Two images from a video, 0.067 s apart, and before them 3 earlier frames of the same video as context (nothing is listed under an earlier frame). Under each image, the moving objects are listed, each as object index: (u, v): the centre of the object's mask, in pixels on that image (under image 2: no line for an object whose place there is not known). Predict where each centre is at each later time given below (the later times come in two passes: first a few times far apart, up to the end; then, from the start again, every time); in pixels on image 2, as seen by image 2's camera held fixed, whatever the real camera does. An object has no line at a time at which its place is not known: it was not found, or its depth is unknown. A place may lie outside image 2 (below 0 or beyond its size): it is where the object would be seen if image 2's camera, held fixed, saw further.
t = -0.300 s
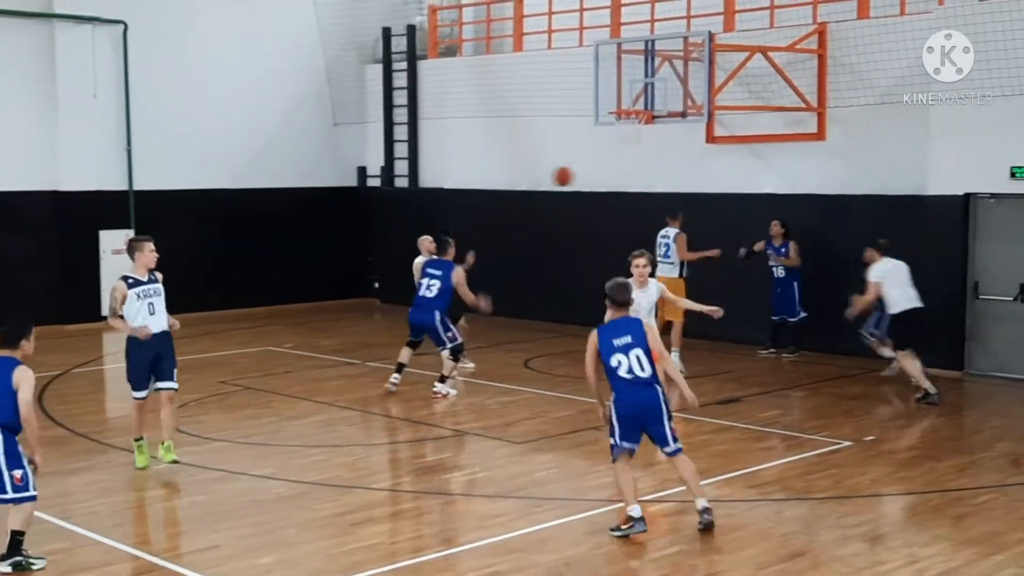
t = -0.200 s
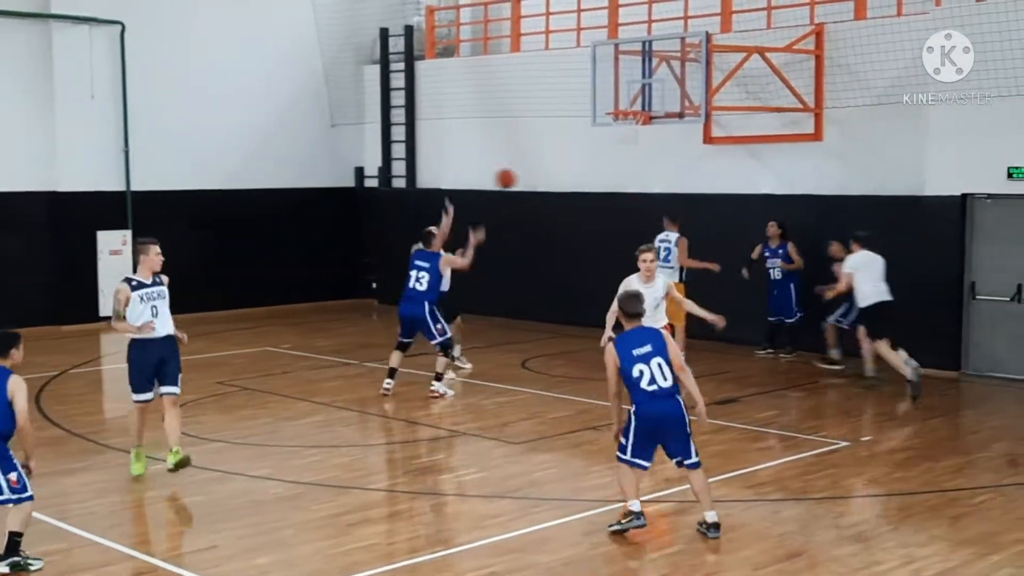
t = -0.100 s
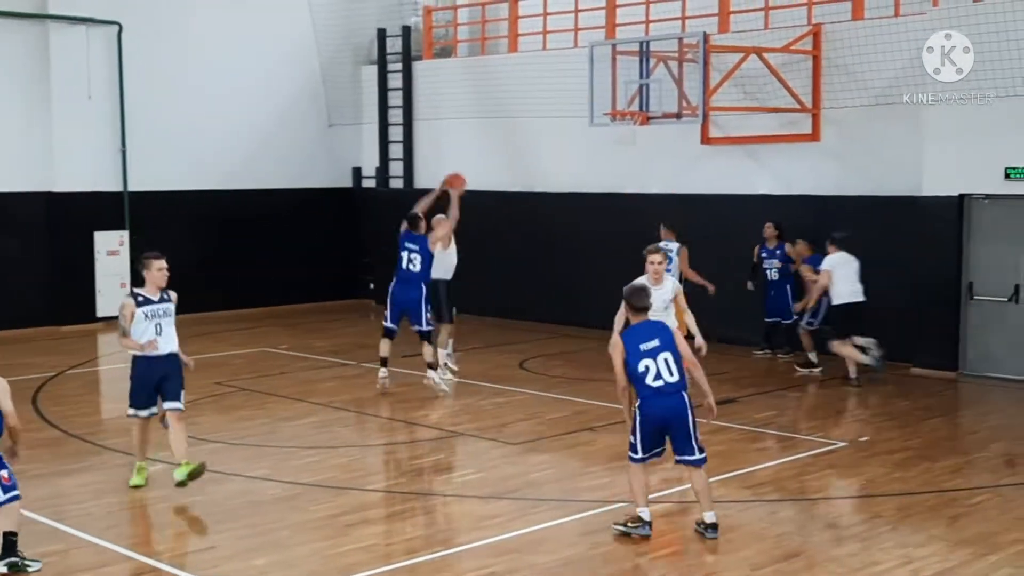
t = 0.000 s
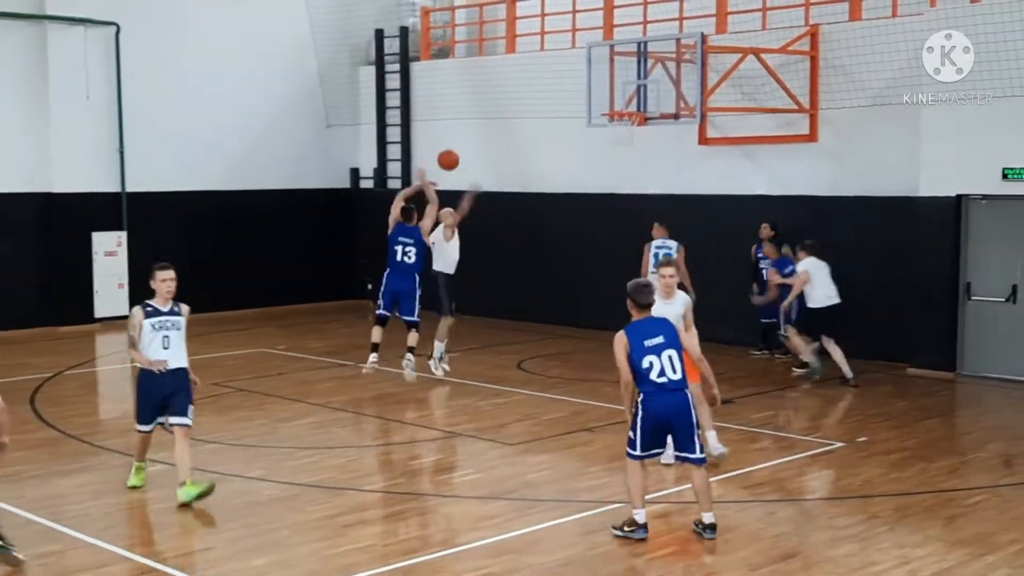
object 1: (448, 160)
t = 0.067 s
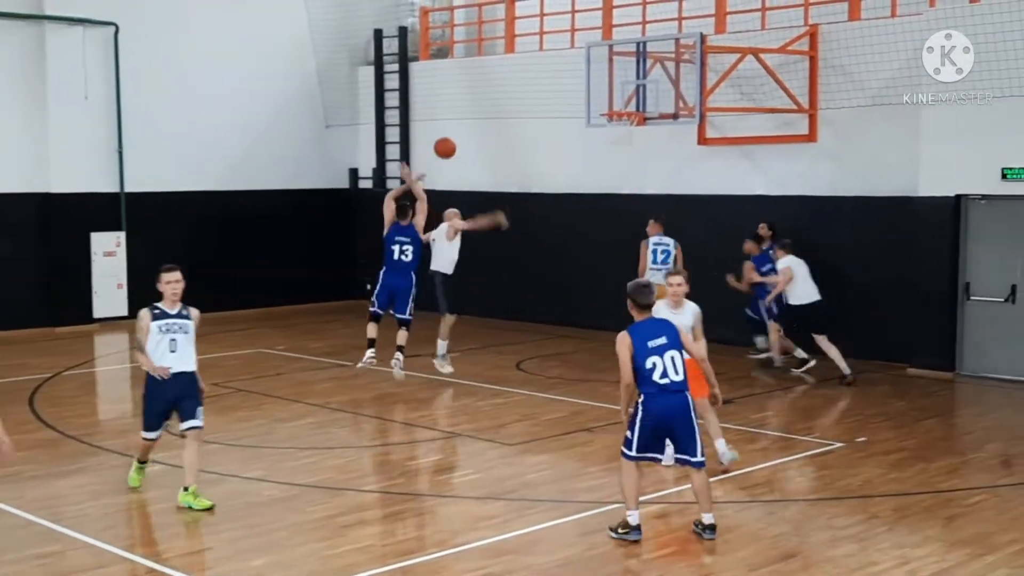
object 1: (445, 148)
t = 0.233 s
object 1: (438, 134)
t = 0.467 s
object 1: (430, 159)
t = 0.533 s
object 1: (427, 176)
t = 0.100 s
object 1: (443, 143)
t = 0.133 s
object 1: (441, 139)
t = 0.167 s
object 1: (440, 137)
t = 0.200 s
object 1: (439, 134)
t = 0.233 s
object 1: (438, 134)
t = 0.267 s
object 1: (437, 134)
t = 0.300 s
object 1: (436, 136)
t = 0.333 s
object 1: (435, 139)
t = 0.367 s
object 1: (433, 143)
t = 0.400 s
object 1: (432, 147)
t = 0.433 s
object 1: (431, 153)
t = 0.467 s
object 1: (430, 159)
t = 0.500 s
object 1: (428, 167)
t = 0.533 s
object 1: (427, 176)
